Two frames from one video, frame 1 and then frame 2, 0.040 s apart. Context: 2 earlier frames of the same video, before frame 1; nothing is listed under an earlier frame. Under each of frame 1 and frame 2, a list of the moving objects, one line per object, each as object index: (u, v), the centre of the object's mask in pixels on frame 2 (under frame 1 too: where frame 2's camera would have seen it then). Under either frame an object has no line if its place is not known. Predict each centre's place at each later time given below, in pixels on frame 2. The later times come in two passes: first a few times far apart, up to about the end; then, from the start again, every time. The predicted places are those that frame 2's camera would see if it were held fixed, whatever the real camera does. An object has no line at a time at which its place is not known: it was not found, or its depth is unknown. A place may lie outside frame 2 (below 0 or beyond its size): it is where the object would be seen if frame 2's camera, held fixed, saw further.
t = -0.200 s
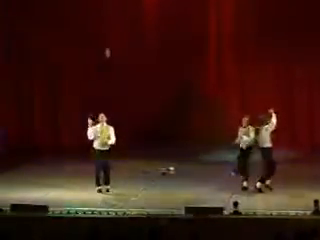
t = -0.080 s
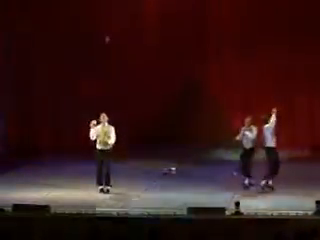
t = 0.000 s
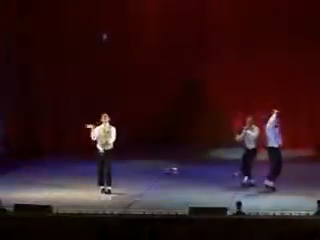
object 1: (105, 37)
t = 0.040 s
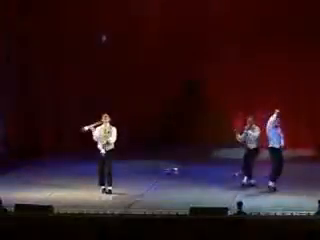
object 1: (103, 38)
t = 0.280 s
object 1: (105, 59)
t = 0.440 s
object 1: (101, 78)
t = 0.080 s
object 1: (103, 42)
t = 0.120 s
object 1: (103, 45)
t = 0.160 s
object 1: (104, 49)
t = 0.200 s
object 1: (105, 53)
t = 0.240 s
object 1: (105, 56)
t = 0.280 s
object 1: (105, 59)
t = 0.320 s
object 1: (104, 61)
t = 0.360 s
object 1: (104, 66)
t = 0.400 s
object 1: (103, 72)
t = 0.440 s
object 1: (101, 78)
